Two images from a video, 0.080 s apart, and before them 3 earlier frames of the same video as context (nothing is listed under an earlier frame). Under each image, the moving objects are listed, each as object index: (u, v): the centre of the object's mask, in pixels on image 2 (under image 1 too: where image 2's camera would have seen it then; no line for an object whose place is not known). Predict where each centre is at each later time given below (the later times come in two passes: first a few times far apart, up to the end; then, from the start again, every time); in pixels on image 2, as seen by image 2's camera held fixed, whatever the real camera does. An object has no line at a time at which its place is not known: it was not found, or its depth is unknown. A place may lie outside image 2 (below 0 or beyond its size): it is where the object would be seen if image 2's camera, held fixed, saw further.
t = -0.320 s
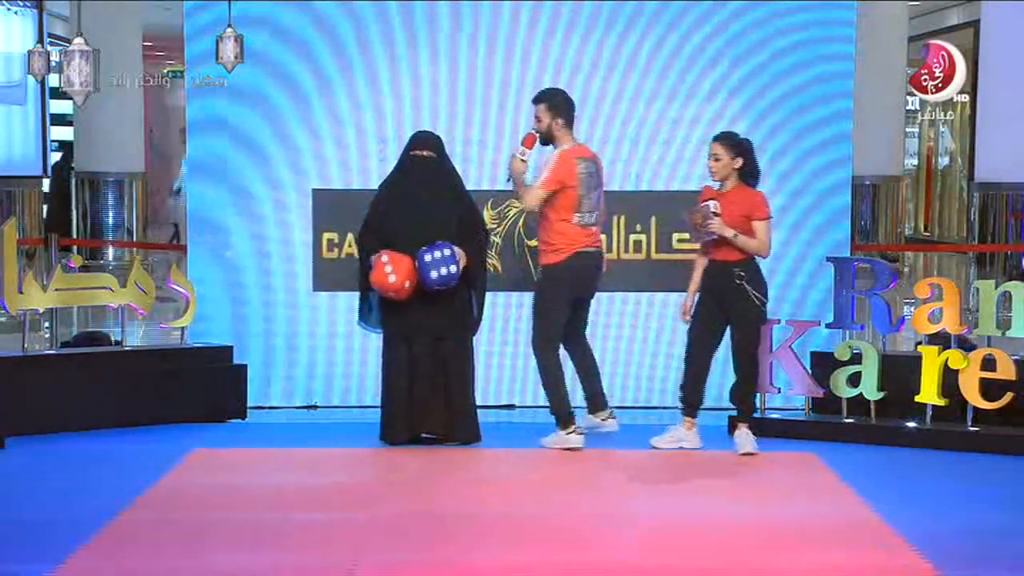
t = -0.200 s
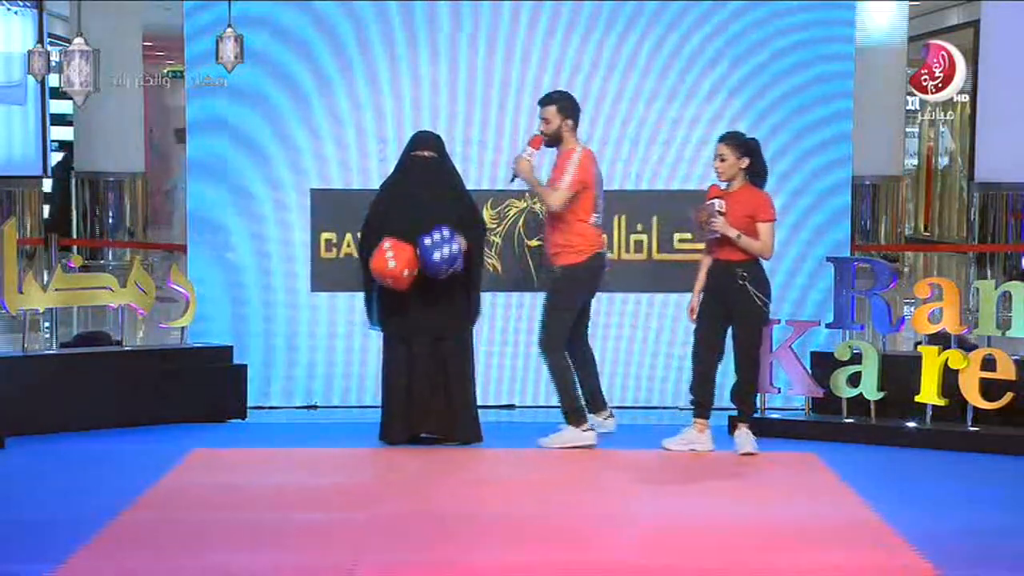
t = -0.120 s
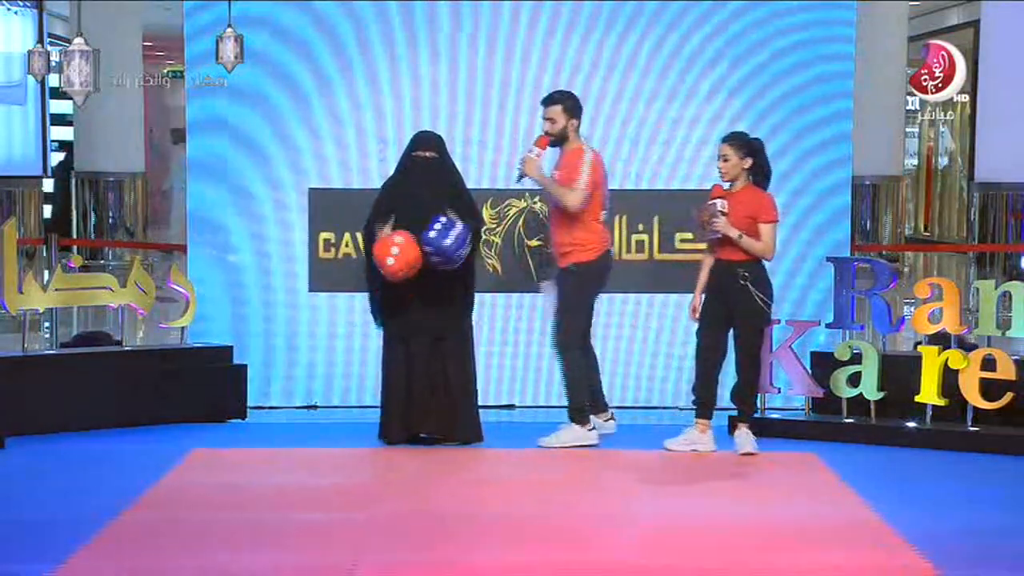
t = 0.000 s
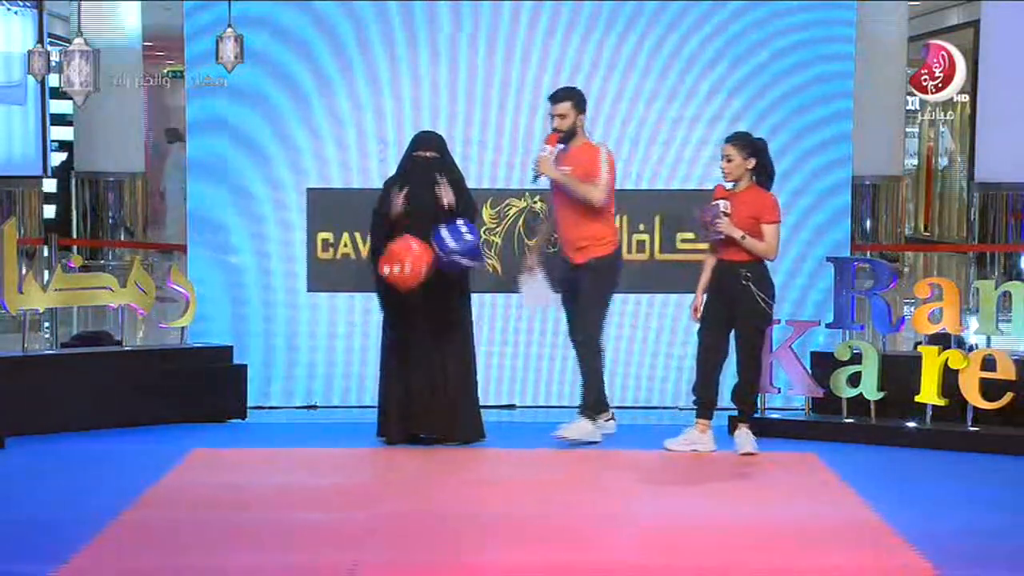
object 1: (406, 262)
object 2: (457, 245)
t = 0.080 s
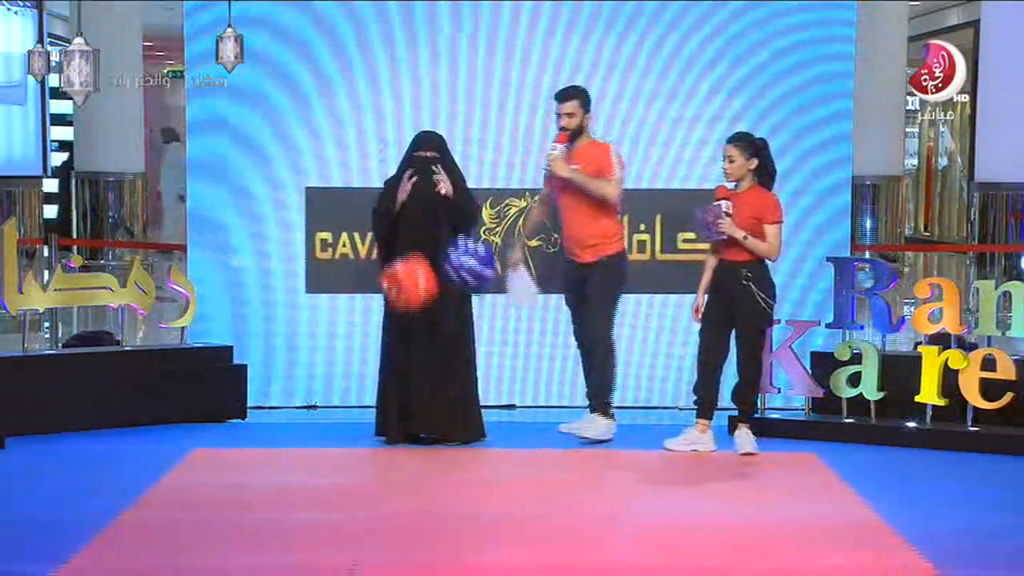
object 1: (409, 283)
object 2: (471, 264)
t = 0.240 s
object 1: (412, 368)
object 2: (496, 344)
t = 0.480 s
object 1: (414, 434)
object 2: (534, 435)
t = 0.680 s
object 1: (415, 451)
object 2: (568, 436)
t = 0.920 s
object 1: (403, 467)
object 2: (600, 449)
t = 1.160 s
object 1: (392, 494)
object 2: (622, 464)
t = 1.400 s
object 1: (414, 508)
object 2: (636, 471)
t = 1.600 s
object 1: (439, 512)
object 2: (632, 468)
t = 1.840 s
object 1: (474, 516)
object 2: (626, 472)
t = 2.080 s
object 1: (500, 517)
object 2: (627, 472)
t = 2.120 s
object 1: (502, 517)
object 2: (628, 473)
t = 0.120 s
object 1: (410, 300)
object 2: (478, 278)
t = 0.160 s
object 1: (411, 319)
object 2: (484, 296)
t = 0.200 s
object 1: (411, 341)
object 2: (489, 320)
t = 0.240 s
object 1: (412, 368)
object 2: (496, 344)
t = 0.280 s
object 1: (412, 399)
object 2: (502, 375)
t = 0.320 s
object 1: (411, 432)
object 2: (508, 410)
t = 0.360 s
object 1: (412, 462)
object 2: (514, 446)
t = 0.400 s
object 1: (413, 450)
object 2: (520, 456)
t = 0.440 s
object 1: (413, 441)
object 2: (527, 442)
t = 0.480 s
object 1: (414, 434)
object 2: (534, 435)
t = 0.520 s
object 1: (414, 430)
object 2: (540, 428)
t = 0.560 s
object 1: (415, 430)
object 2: (546, 424)
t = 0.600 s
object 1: (415, 433)
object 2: (554, 424)
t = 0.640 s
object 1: (414, 441)
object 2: (561, 428)
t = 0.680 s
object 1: (415, 451)
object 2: (568, 436)
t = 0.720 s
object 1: (415, 466)
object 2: (574, 446)
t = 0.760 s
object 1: (415, 486)
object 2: (581, 465)
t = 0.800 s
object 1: (412, 480)
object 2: (587, 470)
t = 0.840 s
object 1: (409, 472)
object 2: (591, 461)
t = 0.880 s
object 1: (406, 468)
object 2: (596, 453)
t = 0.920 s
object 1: (403, 467)
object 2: (600, 449)
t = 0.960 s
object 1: (400, 470)
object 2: (604, 449)
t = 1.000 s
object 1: (395, 477)
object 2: (608, 452)
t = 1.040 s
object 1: (392, 487)
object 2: (612, 459)
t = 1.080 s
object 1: (389, 502)
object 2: (616, 471)
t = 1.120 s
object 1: (391, 499)
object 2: (619, 468)
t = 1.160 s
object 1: (392, 494)
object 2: (622, 464)
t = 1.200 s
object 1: (395, 493)
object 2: (624, 463)
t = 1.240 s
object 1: (397, 495)
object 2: (626, 466)
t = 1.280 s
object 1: (399, 501)
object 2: (629, 472)
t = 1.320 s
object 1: (401, 511)
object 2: (631, 472)
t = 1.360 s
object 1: (407, 510)
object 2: (634, 472)
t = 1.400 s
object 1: (414, 508)
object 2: (636, 471)
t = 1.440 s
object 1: (419, 508)
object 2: (636, 471)
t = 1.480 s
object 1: (425, 513)
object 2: (635, 471)
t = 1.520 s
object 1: (430, 517)
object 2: (634, 469)
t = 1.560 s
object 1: (434, 513)
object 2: (633, 468)
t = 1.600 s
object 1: (439, 512)
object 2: (632, 468)
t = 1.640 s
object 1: (444, 514)
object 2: (631, 469)
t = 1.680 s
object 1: (450, 518)
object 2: (629, 470)
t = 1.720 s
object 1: (456, 517)
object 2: (628, 472)
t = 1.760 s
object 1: (462, 515)
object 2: (627, 473)
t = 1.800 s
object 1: (468, 516)
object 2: (626, 472)
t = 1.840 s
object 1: (474, 516)
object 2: (626, 472)
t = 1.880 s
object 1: (479, 519)
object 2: (625, 472)
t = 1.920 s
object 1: (485, 519)
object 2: (625, 471)
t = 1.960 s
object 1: (490, 518)
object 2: (625, 471)
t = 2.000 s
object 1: (494, 517)
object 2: (626, 471)
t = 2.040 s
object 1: (497, 517)
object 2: (626, 472)
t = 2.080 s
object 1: (500, 517)
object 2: (627, 472)
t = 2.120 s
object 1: (502, 517)
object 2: (628, 473)
